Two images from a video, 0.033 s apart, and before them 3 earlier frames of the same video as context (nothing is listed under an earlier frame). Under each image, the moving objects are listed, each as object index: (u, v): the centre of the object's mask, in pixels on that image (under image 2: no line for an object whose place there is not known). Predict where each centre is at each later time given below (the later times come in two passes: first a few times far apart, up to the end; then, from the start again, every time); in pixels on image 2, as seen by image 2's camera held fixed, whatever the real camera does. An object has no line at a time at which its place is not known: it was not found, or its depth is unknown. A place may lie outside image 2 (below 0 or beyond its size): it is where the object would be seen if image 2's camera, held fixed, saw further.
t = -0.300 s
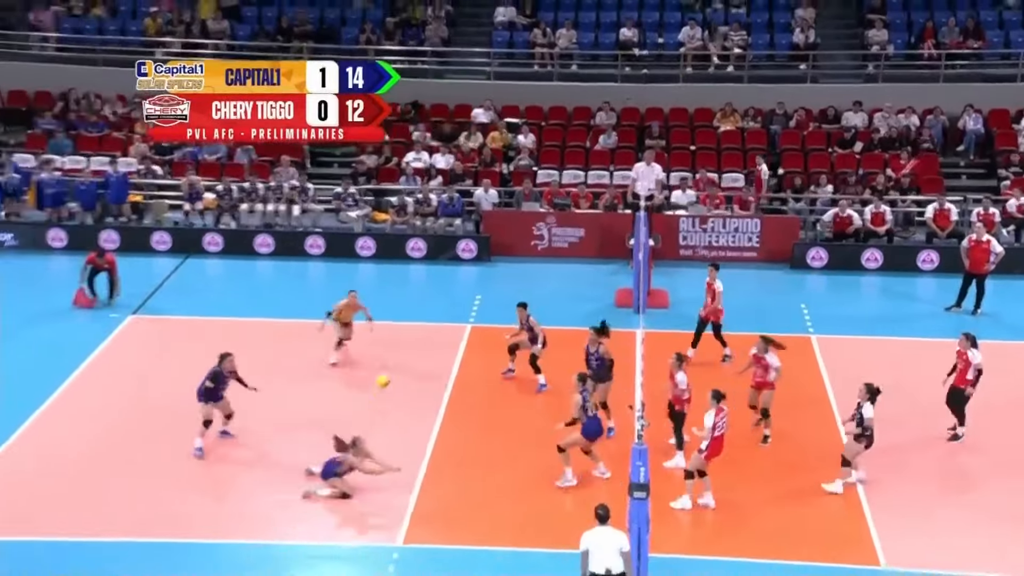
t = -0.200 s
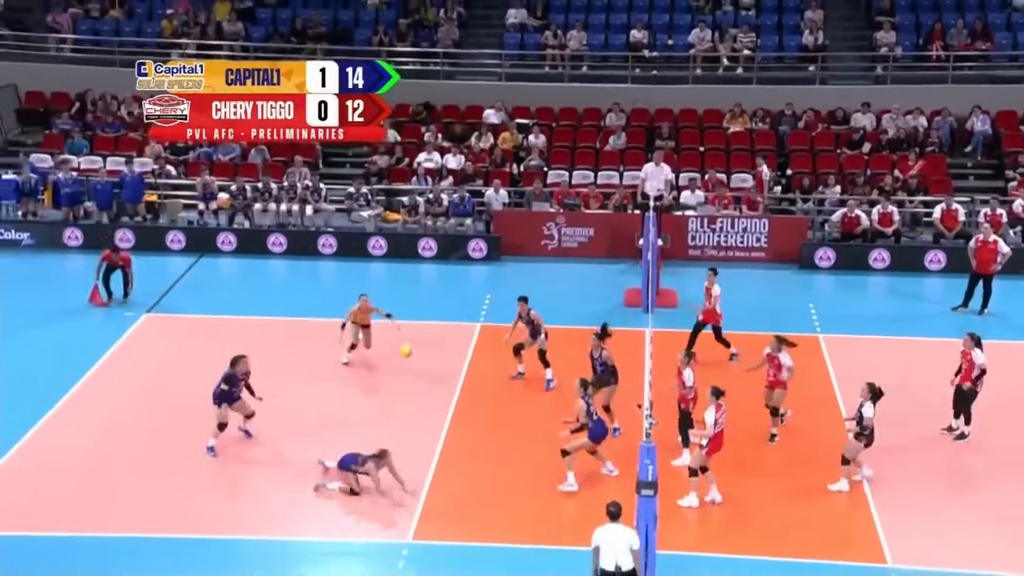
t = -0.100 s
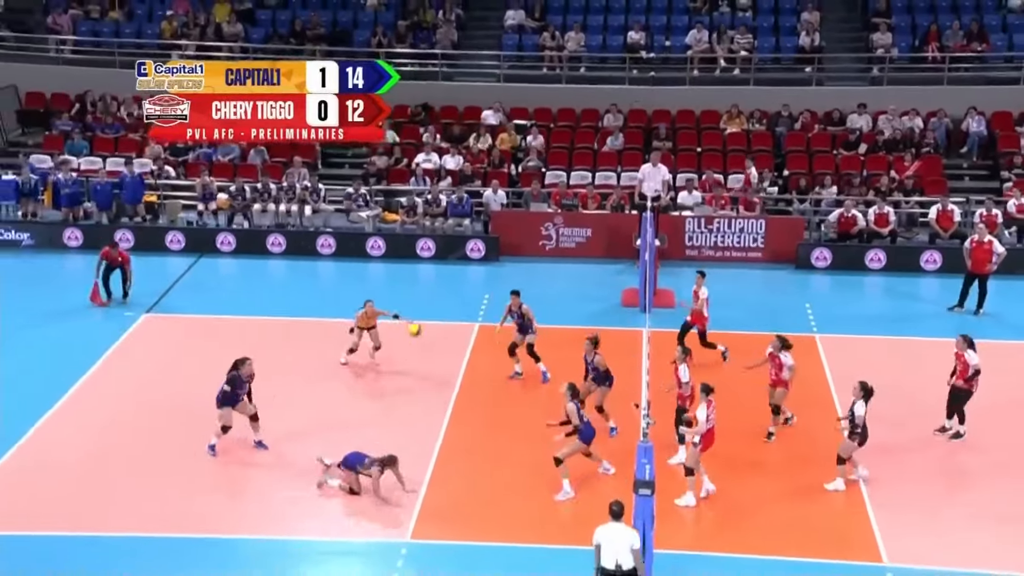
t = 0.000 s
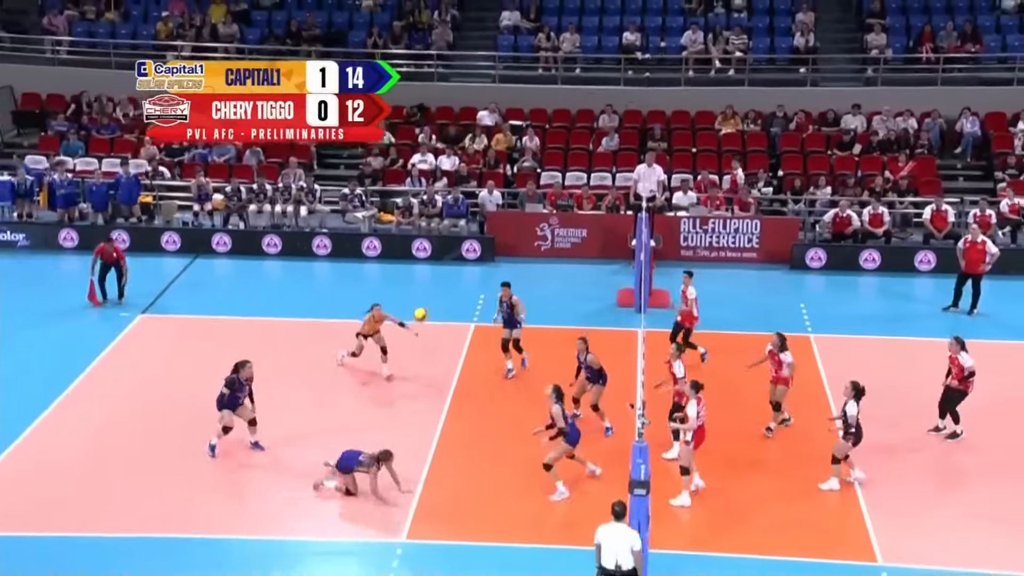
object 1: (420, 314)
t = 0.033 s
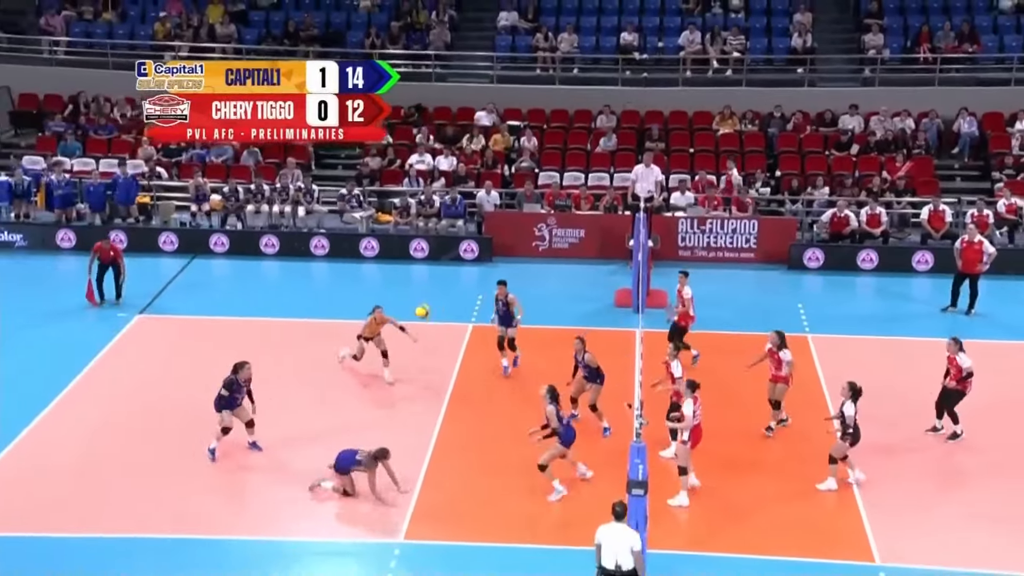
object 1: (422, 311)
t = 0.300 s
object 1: (451, 311)
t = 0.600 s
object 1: (483, 367)
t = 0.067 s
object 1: (426, 309)
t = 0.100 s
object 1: (431, 307)
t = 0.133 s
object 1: (433, 305)
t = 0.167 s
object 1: (437, 305)
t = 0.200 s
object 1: (440, 306)
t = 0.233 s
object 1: (445, 307)
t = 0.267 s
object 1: (447, 308)
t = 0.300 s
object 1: (451, 311)
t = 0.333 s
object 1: (454, 315)
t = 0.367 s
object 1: (458, 319)
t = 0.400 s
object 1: (461, 322)
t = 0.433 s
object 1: (466, 330)
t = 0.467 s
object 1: (469, 336)
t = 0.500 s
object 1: (473, 344)
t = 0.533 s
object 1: (476, 349)
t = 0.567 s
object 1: (478, 357)
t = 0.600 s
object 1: (483, 367)
